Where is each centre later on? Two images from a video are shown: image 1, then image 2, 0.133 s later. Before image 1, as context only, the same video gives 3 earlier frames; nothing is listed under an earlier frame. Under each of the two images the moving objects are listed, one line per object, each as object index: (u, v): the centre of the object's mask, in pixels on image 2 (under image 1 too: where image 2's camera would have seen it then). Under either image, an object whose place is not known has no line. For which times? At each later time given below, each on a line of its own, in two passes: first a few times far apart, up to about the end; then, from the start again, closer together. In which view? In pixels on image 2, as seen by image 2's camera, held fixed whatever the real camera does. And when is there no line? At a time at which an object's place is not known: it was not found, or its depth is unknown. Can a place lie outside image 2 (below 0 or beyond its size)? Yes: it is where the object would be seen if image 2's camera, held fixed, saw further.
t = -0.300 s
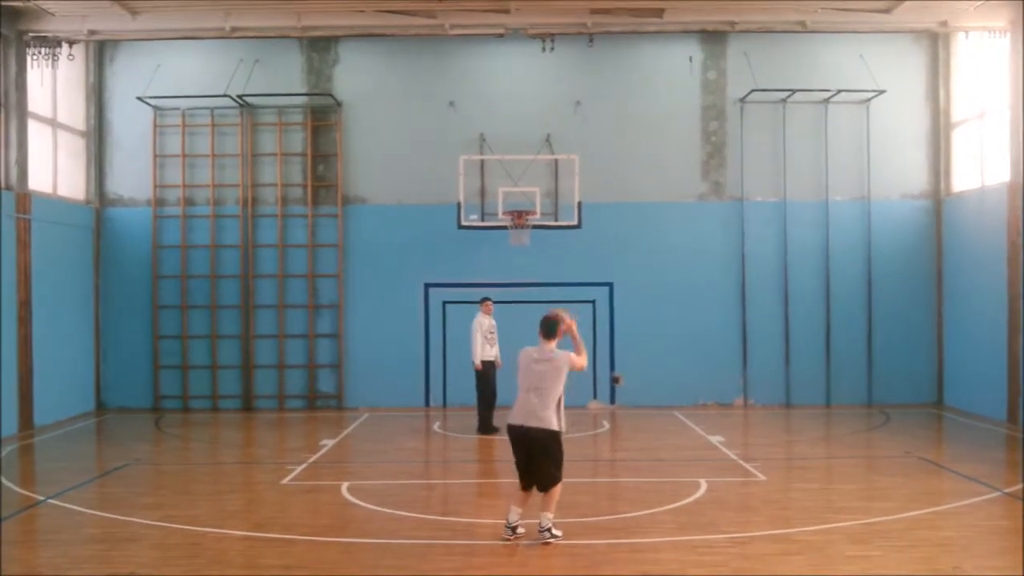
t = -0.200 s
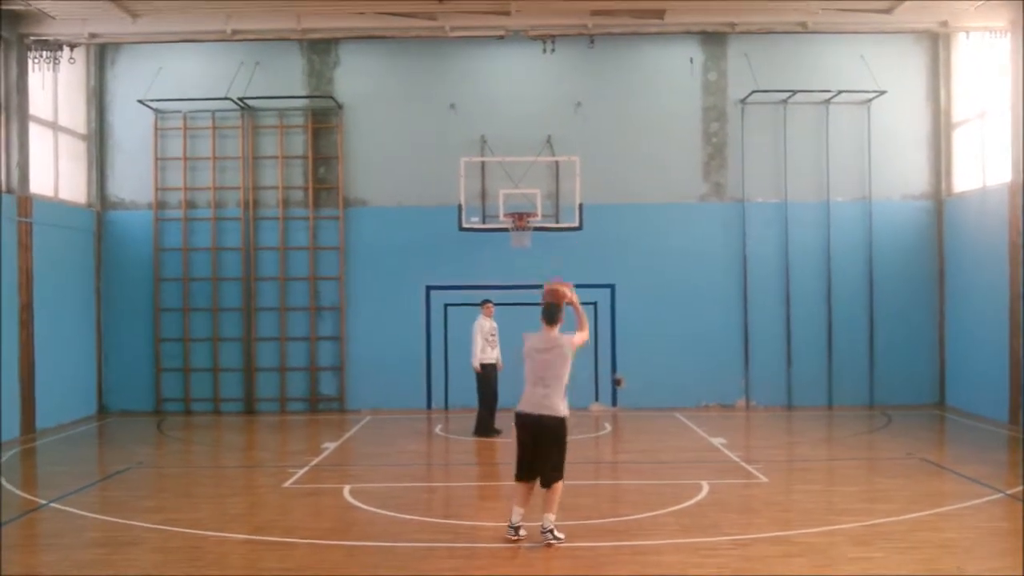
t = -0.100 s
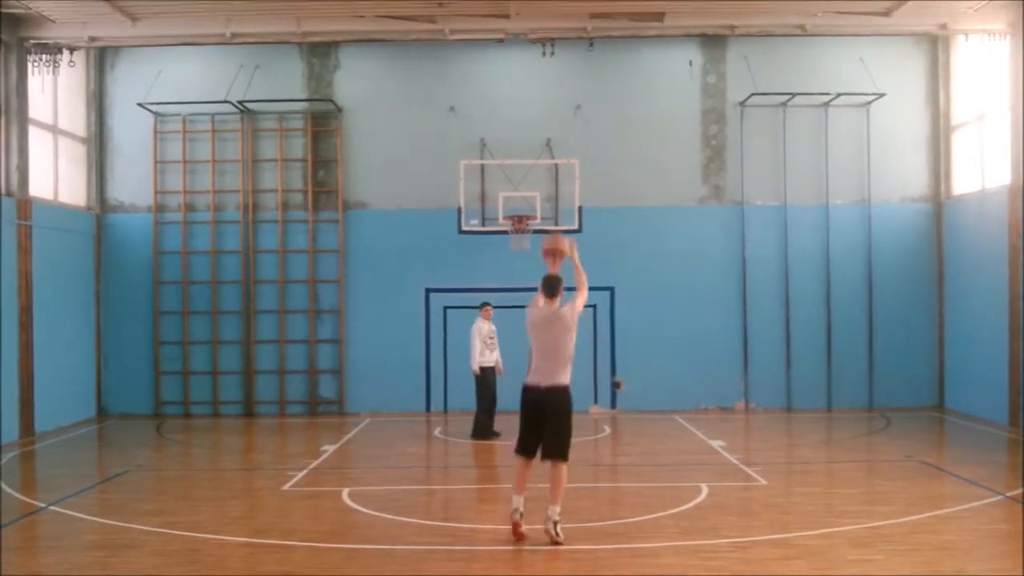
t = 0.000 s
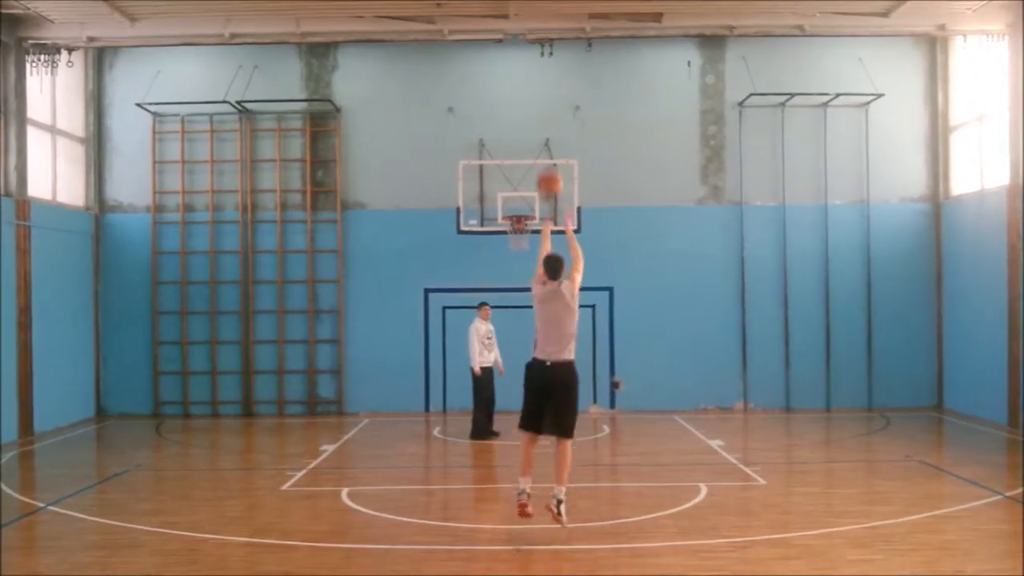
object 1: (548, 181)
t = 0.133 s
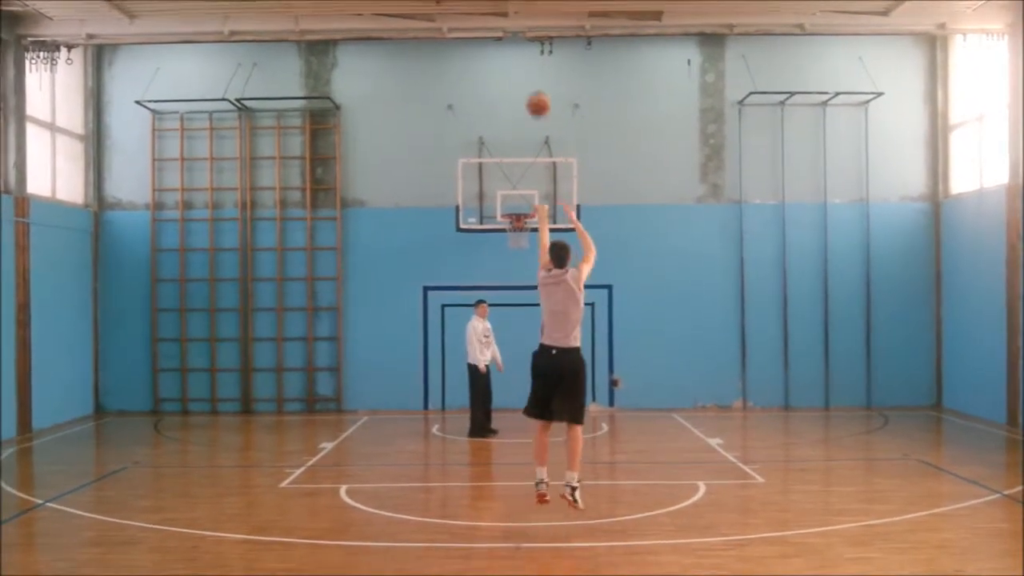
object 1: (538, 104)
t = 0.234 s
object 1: (533, 77)
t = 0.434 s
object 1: (523, 53)
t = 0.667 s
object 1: (515, 68)
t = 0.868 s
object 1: (509, 109)
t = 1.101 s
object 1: (504, 183)
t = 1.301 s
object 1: (503, 185)
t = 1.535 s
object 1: (502, 163)
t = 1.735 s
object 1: (502, 175)
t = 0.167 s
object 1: (536, 94)
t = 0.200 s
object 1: (534, 85)
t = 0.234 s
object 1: (533, 77)
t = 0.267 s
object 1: (531, 69)
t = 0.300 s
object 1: (530, 64)
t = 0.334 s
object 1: (528, 60)
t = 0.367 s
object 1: (526, 57)
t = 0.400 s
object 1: (525, 54)
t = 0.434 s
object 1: (523, 53)
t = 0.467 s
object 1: (522, 52)
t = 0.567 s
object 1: (519, 56)
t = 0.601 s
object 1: (518, 59)
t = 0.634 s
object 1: (516, 63)
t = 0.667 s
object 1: (515, 68)
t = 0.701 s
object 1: (514, 73)
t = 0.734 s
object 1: (513, 79)
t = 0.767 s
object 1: (512, 85)
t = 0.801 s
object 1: (511, 93)
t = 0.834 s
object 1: (510, 101)
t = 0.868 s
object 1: (509, 109)
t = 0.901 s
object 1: (508, 119)
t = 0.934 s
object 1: (507, 129)
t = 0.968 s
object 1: (507, 139)
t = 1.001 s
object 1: (505, 149)
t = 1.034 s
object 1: (505, 161)
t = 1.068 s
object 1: (504, 172)
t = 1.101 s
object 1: (504, 183)
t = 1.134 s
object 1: (504, 198)
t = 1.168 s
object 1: (503, 209)
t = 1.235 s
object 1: (503, 197)
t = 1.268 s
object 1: (502, 191)
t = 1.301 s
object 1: (503, 185)
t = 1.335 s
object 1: (502, 181)
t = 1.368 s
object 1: (502, 177)
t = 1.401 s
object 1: (502, 169)
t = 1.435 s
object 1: (502, 167)
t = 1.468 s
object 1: (502, 165)
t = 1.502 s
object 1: (502, 164)
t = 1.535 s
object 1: (502, 163)
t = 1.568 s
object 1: (502, 163)
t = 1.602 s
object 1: (502, 164)
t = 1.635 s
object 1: (502, 166)
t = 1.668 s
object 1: (502, 168)
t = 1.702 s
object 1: (502, 172)
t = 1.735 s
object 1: (502, 175)
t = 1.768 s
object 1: (502, 180)
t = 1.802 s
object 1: (502, 186)
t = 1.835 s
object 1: (502, 192)
